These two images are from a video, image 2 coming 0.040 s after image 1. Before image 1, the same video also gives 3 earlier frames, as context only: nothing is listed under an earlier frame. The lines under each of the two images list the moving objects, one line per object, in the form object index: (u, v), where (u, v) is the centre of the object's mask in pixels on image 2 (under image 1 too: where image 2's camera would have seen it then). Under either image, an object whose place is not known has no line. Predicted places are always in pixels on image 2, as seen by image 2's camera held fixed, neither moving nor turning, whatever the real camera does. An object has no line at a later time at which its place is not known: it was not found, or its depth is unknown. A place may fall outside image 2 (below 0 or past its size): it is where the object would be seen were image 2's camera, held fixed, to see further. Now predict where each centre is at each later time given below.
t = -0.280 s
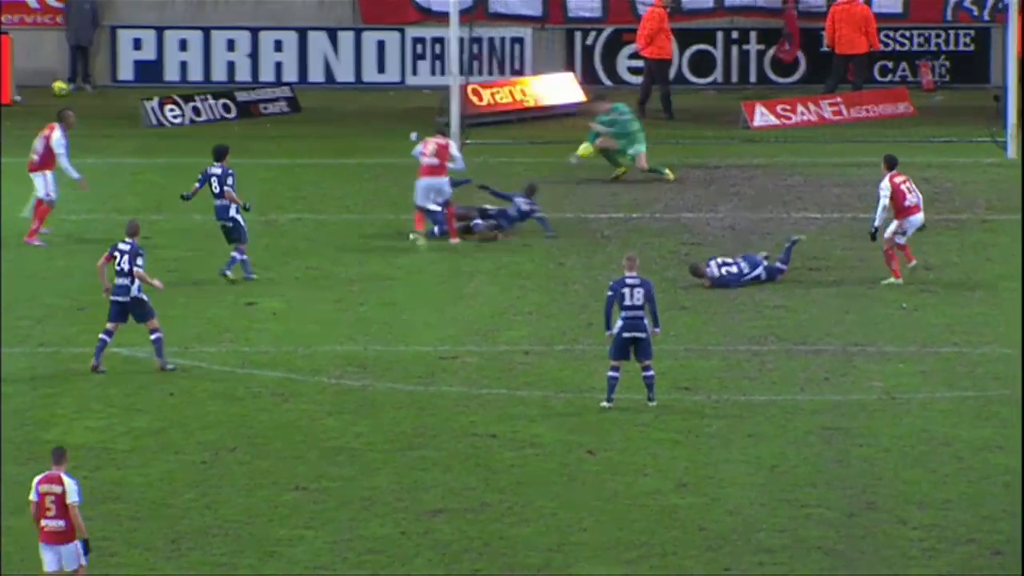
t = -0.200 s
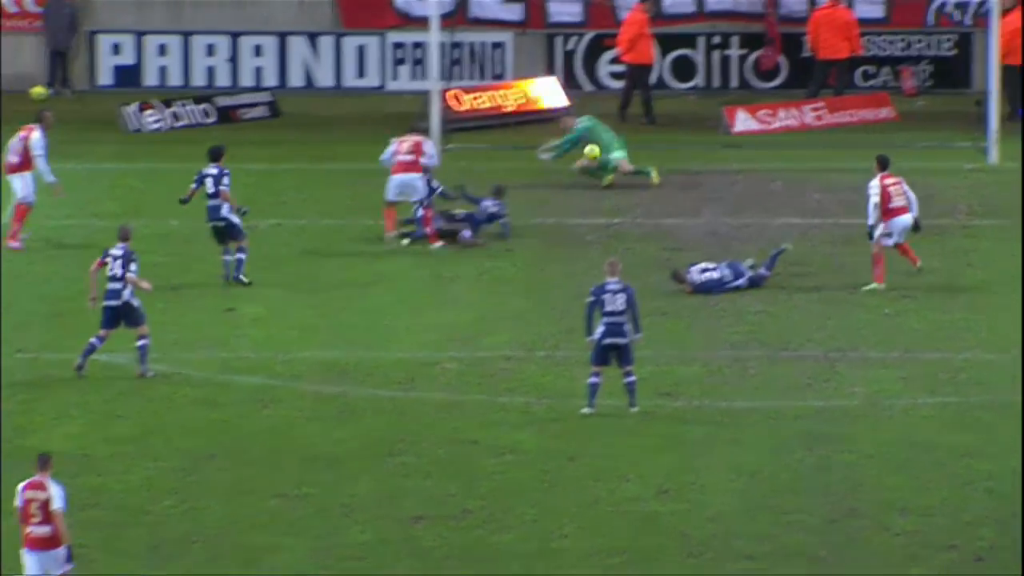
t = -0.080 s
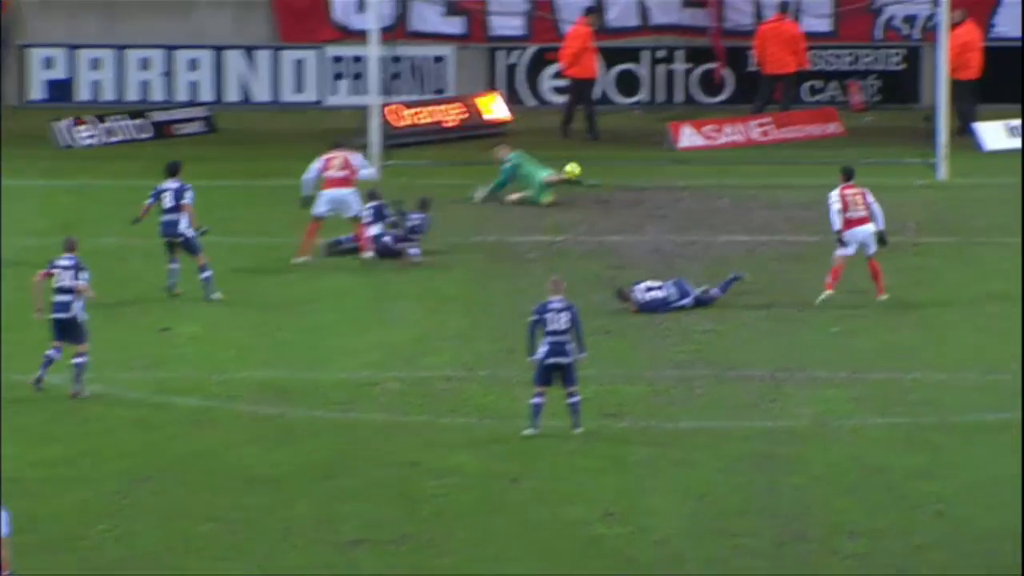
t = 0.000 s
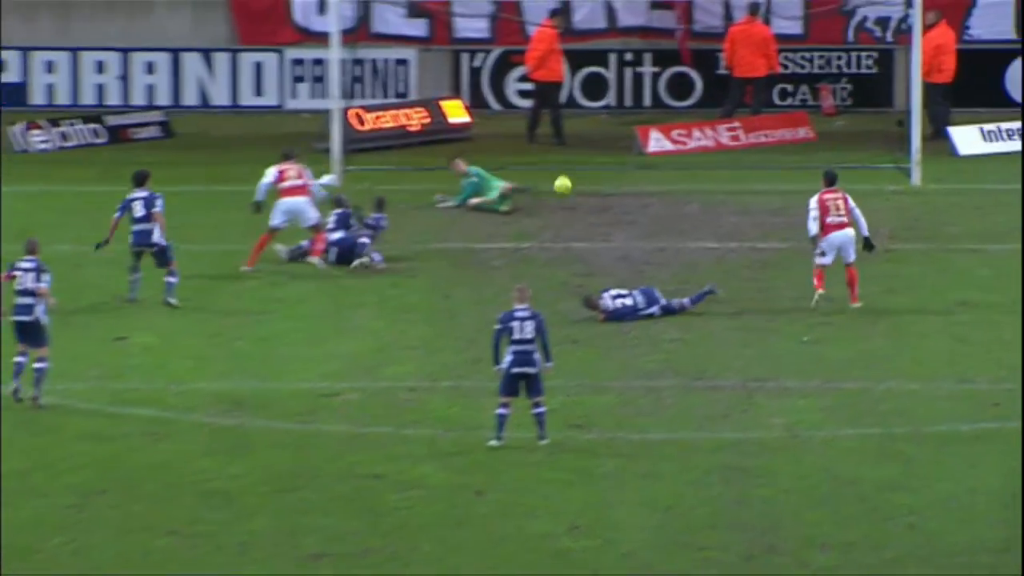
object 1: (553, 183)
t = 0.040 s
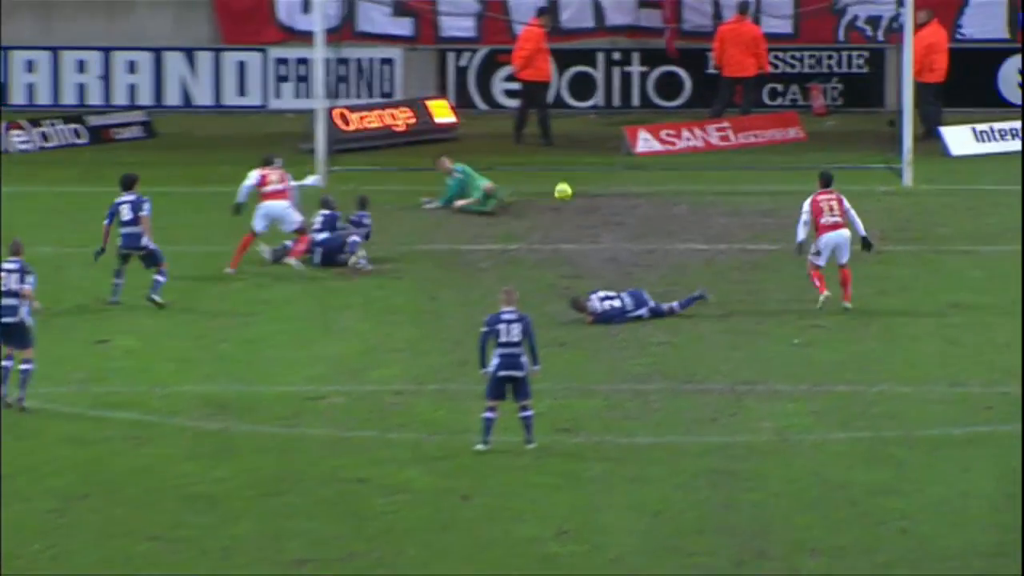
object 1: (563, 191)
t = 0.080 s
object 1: (573, 198)
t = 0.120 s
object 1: (584, 206)
